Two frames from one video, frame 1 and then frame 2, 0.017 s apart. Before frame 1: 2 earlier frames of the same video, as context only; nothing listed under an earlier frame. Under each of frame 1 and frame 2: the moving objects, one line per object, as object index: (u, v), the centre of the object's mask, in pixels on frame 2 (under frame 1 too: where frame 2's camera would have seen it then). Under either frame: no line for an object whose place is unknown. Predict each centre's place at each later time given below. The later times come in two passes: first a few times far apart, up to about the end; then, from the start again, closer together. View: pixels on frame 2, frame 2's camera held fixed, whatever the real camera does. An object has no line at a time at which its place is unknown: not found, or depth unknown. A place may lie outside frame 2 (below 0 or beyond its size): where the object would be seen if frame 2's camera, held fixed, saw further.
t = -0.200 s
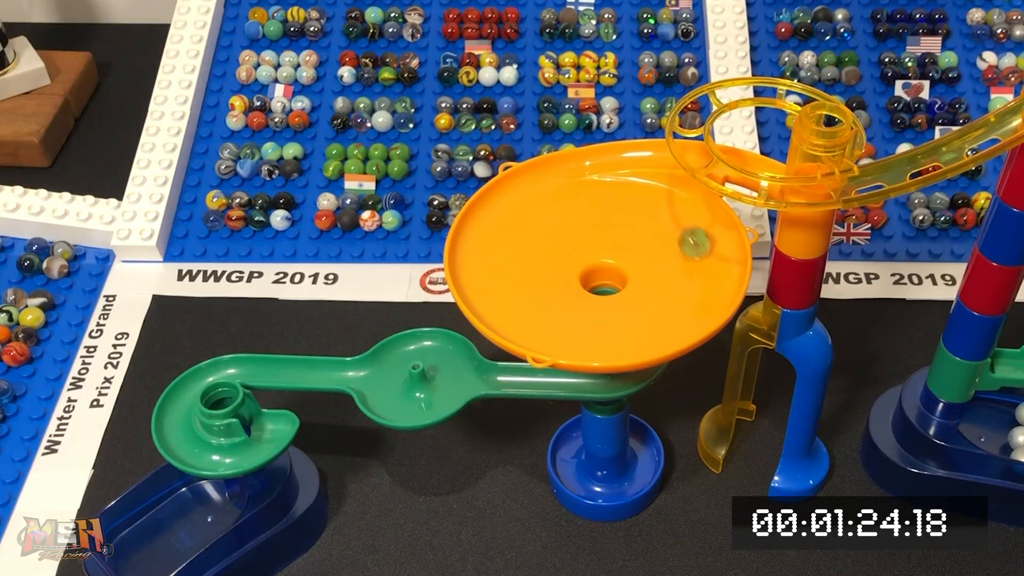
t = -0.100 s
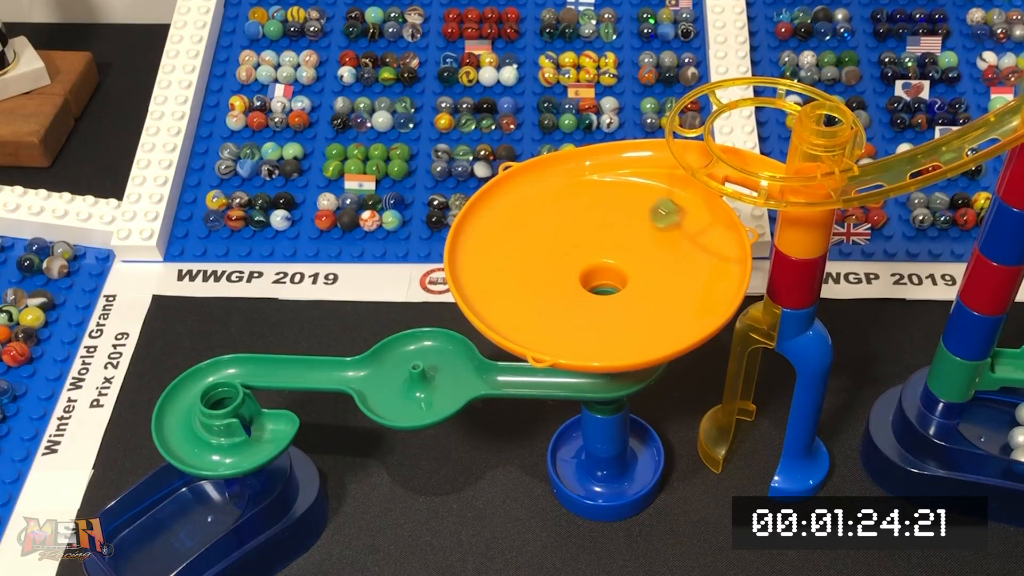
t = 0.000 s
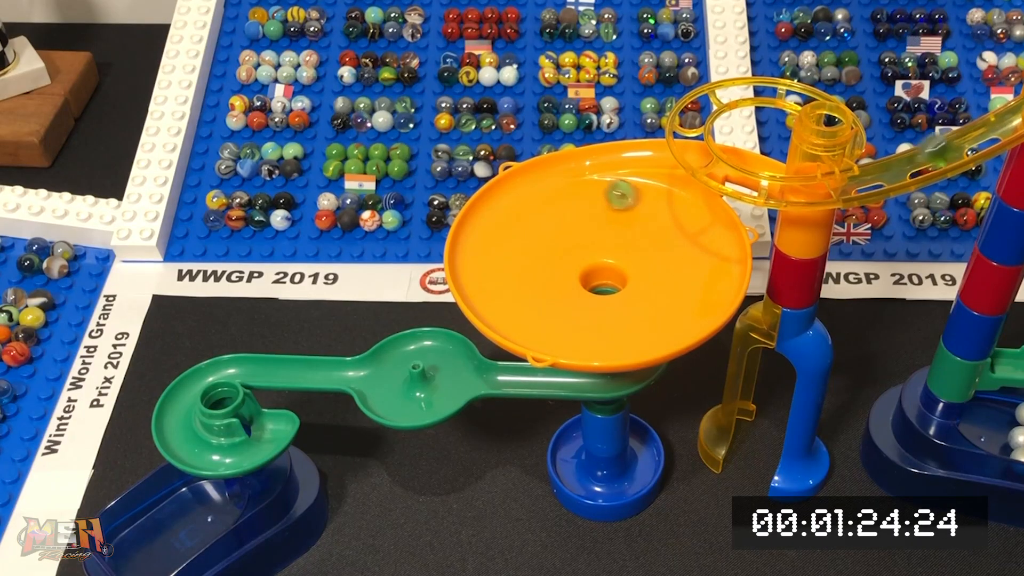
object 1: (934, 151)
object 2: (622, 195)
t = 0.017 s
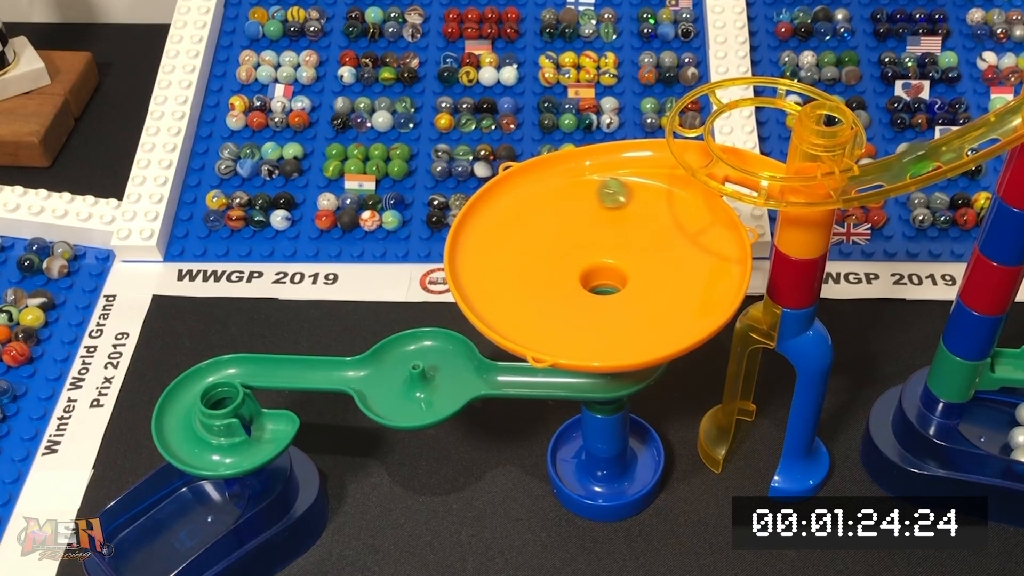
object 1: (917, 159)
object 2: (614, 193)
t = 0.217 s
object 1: (764, 182)
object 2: (523, 204)
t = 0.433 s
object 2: (499, 271)
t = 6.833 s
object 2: (586, 297)
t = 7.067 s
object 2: (669, 267)
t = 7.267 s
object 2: (653, 216)
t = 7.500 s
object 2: (575, 203)
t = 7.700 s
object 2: (524, 238)
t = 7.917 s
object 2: (542, 292)
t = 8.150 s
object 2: (631, 301)
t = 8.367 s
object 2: (662, 254)
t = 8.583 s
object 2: (601, 222)
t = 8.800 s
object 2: (538, 239)
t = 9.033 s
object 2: (564, 286)
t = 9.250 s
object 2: (645, 284)
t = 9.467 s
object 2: (641, 249)
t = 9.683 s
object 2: (566, 247)
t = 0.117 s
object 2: (565, 191)
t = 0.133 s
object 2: (557, 192)
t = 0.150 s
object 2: (549, 193)
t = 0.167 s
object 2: (542, 195)
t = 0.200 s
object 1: (776, 184)
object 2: (529, 201)
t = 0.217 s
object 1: (764, 182)
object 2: (523, 204)
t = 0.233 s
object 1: (754, 180)
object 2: (518, 208)
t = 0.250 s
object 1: (744, 177)
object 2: (512, 212)
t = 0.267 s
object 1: (734, 173)
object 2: (508, 216)
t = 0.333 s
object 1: (704, 155)
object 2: (498, 236)
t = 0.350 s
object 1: (699, 150)
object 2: (496, 242)
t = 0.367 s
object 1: (695, 143)
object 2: (496, 248)
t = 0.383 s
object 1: (692, 137)
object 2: (496, 254)
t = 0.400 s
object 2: (496, 259)
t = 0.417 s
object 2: (497, 265)
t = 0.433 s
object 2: (499, 271)
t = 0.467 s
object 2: (505, 282)
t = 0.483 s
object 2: (508, 288)
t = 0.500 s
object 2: (512, 293)
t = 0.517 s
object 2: (517, 298)
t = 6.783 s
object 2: (565, 292)
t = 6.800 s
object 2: (573, 295)
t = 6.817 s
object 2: (580, 297)
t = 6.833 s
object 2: (586, 297)
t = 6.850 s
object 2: (594, 298)
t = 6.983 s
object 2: (651, 284)
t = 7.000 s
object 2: (656, 281)
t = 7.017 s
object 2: (660, 278)
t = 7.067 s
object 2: (669, 267)
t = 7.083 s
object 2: (670, 264)
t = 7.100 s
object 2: (670, 260)
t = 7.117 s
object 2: (671, 256)
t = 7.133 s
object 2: (672, 250)
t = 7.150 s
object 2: (671, 245)
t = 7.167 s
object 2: (670, 241)
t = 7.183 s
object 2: (668, 236)
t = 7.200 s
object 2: (666, 232)
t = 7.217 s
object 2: (663, 228)
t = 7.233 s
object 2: (660, 224)
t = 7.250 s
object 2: (658, 220)
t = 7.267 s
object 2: (653, 216)
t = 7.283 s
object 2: (649, 213)
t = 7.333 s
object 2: (636, 206)
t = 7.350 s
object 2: (630, 204)
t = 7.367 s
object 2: (624, 202)
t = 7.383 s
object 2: (618, 201)
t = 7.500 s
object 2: (575, 203)
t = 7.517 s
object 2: (569, 204)
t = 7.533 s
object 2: (563, 206)
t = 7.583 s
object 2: (548, 213)
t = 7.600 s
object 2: (543, 216)
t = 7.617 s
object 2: (539, 219)
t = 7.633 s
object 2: (535, 223)
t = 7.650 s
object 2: (532, 227)
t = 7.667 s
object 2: (529, 230)
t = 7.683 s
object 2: (526, 234)
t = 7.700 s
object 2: (524, 238)
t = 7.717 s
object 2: (522, 243)
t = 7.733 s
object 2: (520, 248)
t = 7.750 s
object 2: (519, 252)
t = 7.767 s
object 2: (519, 256)
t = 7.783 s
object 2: (519, 261)
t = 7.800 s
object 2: (520, 266)
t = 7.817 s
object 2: (522, 271)
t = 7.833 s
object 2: (524, 275)
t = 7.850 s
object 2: (526, 279)
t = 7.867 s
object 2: (530, 282)
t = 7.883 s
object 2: (533, 286)
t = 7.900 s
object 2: (537, 289)
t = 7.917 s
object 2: (542, 292)
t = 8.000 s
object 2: (571, 305)
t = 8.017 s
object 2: (578, 307)
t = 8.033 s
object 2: (584, 308)
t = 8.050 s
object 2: (591, 308)
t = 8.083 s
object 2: (606, 308)
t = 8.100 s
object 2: (611, 307)
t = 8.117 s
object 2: (618, 305)
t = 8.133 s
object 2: (626, 303)
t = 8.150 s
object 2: (631, 301)
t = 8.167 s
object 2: (636, 298)
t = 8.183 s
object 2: (642, 295)
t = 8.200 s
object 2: (647, 292)
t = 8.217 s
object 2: (651, 288)
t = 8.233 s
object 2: (655, 285)
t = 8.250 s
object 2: (659, 281)
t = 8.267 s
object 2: (662, 277)
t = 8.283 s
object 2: (663, 273)
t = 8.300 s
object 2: (664, 270)
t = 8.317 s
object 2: (664, 266)
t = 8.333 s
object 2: (664, 262)
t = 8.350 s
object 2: (663, 258)
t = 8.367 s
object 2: (662, 254)
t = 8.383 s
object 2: (659, 250)
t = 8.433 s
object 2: (650, 240)
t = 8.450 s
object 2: (646, 236)
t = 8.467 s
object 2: (641, 234)
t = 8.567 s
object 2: (608, 223)
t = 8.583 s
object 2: (601, 222)
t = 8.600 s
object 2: (595, 222)
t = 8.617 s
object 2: (589, 222)
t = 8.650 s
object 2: (577, 223)
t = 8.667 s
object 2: (571, 224)
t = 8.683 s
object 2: (566, 225)
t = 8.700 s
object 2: (562, 226)
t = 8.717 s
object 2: (557, 228)
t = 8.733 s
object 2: (552, 230)
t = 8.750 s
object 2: (548, 232)
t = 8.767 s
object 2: (544, 234)
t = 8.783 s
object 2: (541, 237)
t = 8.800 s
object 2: (538, 239)
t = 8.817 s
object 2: (536, 242)
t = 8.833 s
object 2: (535, 245)
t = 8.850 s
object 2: (534, 249)
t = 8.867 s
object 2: (534, 252)
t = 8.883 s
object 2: (534, 256)
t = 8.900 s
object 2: (535, 259)
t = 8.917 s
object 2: (537, 263)
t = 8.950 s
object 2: (541, 269)
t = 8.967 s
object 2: (544, 273)
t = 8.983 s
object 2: (548, 276)
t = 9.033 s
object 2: (564, 286)
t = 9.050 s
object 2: (570, 289)
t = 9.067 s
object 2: (576, 291)
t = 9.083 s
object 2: (583, 292)
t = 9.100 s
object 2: (590, 293)
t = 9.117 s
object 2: (596, 294)
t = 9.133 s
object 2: (603, 294)
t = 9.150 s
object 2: (610, 295)
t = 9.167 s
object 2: (616, 294)
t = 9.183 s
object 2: (623, 292)
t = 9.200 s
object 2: (630, 290)
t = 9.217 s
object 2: (635, 288)
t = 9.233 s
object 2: (640, 286)
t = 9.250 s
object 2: (645, 284)
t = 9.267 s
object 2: (649, 281)
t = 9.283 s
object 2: (652, 278)
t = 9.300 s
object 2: (655, 275)
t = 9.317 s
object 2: (656, 272)
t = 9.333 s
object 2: (658, 268)
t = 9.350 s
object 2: (658, 265)
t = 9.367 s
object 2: (657, 262)
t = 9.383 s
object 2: (656, 260)
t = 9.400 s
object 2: (655, 257)
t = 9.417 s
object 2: (652, 255)
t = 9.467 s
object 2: (641, 249)
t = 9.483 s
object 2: (636, 246)
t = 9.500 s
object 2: (631, 245)
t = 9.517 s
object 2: (626, 244)
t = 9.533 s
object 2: (620, 243)
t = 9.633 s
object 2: (582, 243)
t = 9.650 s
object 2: (576, 244)
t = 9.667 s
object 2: (570, 245)
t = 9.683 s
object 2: (566, 247)
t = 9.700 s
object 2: (561, 249)
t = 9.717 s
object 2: (557, 251)
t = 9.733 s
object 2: (554, 253)
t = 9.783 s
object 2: (547, 260)
